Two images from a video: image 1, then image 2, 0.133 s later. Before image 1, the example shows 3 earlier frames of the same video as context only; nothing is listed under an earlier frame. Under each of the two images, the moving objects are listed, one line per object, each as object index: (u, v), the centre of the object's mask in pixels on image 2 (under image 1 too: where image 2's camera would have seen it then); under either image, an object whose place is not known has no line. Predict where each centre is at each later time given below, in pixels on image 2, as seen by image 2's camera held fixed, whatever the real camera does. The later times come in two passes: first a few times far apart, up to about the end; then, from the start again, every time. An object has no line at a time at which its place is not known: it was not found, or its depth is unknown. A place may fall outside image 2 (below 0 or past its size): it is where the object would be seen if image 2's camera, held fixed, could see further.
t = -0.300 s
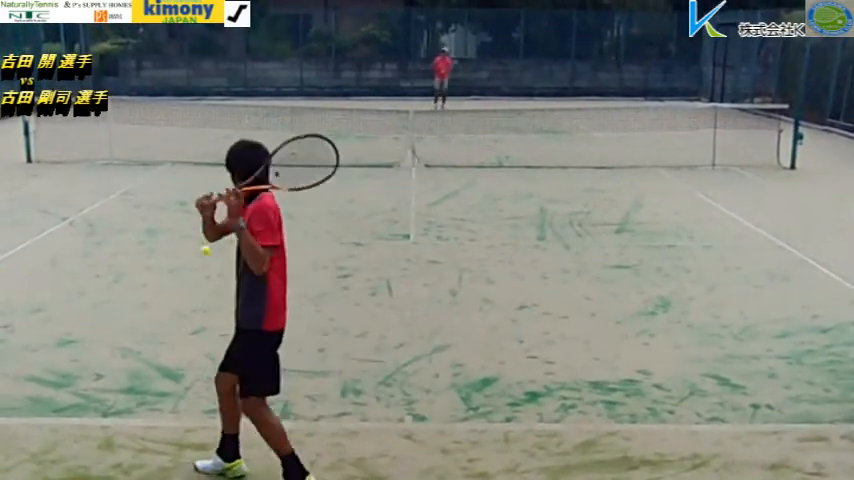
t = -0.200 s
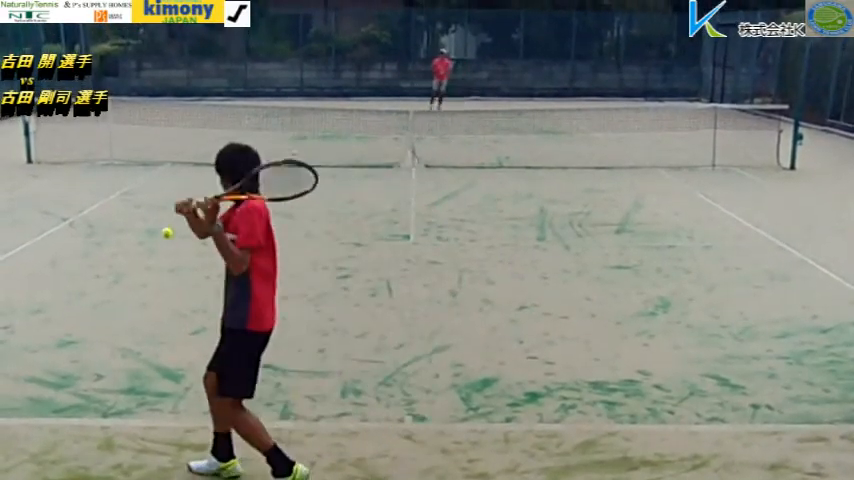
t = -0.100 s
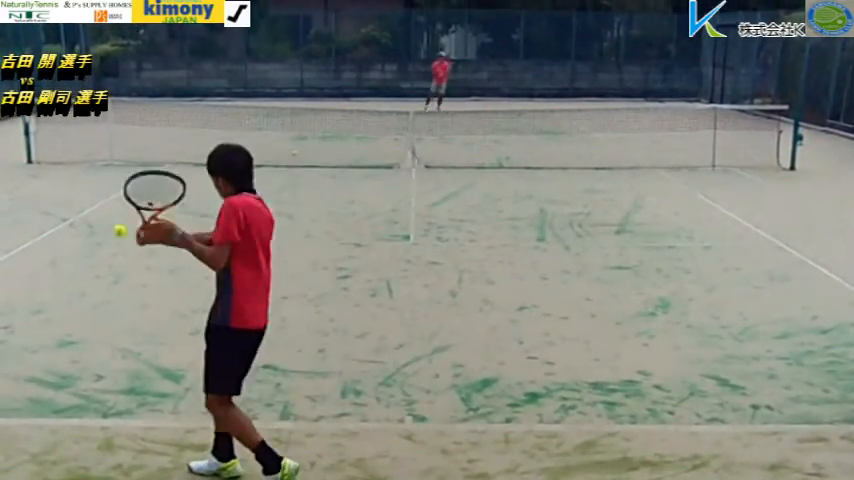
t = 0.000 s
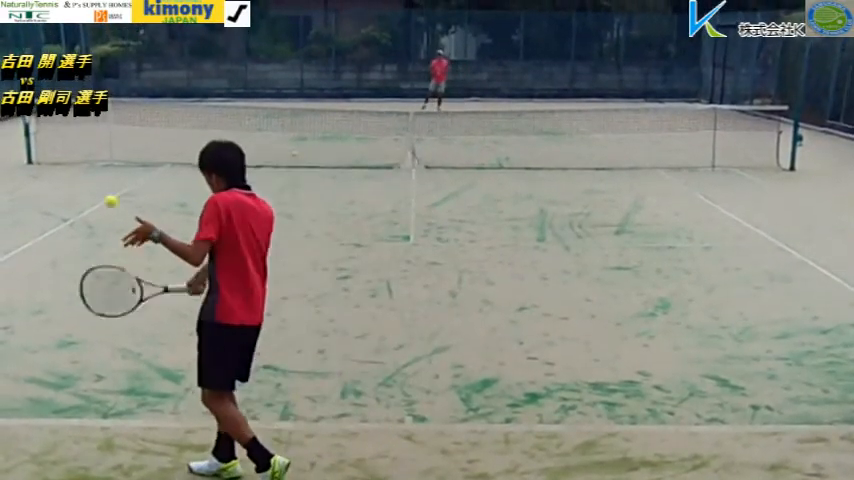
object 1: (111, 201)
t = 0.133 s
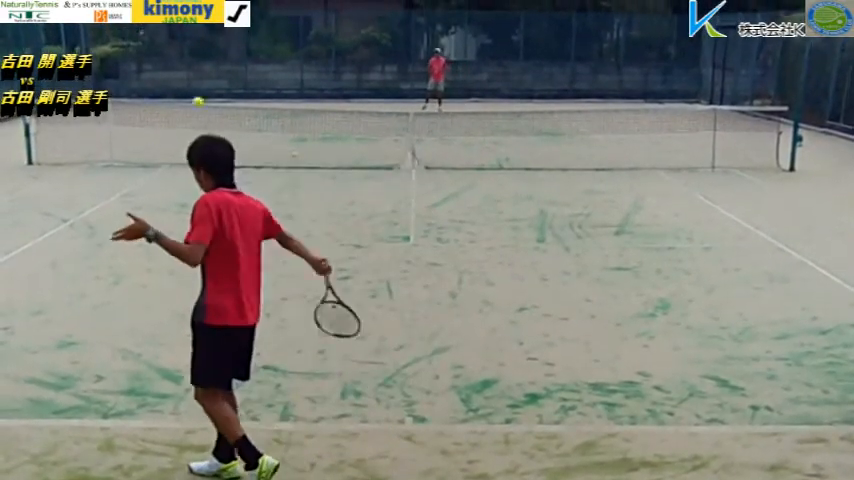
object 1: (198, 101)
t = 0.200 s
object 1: (226, 76)
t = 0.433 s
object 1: (289, 40)
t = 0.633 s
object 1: (321, 44)
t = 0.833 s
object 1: (343, 63)
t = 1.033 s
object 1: (360, 91)
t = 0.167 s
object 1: (213, 88)
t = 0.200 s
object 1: (226, 76)
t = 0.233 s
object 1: (238, 66)
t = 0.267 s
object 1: (249, 59)
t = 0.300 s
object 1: (258, 53)
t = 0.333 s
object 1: (267, 48)
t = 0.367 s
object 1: (275, 44)
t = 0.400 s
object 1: (283, 42)
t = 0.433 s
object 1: (289, 40)
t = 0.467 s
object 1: (295, 39)
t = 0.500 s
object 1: (301, 39)
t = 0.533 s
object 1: (306, 40)
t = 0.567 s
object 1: (312, 41)
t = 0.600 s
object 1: (316, 42)
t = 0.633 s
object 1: (321, 44)
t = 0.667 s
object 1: (325, 47)
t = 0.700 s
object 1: (329, 49)
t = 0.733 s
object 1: (332, 52)
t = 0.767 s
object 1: (336, 56)
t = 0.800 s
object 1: (340, 60)
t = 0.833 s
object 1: (343, 63)
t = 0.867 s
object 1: (347, 68)
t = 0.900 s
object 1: (349, 72)
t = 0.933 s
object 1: (351, 76)
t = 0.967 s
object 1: (355, 81)
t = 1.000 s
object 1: (358, 86)
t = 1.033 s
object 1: (360, 91)
